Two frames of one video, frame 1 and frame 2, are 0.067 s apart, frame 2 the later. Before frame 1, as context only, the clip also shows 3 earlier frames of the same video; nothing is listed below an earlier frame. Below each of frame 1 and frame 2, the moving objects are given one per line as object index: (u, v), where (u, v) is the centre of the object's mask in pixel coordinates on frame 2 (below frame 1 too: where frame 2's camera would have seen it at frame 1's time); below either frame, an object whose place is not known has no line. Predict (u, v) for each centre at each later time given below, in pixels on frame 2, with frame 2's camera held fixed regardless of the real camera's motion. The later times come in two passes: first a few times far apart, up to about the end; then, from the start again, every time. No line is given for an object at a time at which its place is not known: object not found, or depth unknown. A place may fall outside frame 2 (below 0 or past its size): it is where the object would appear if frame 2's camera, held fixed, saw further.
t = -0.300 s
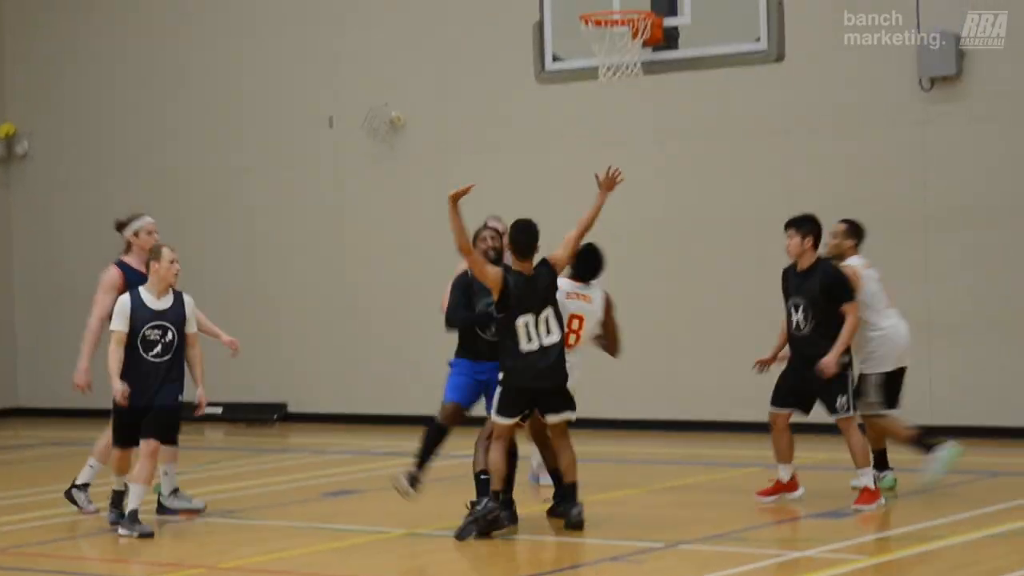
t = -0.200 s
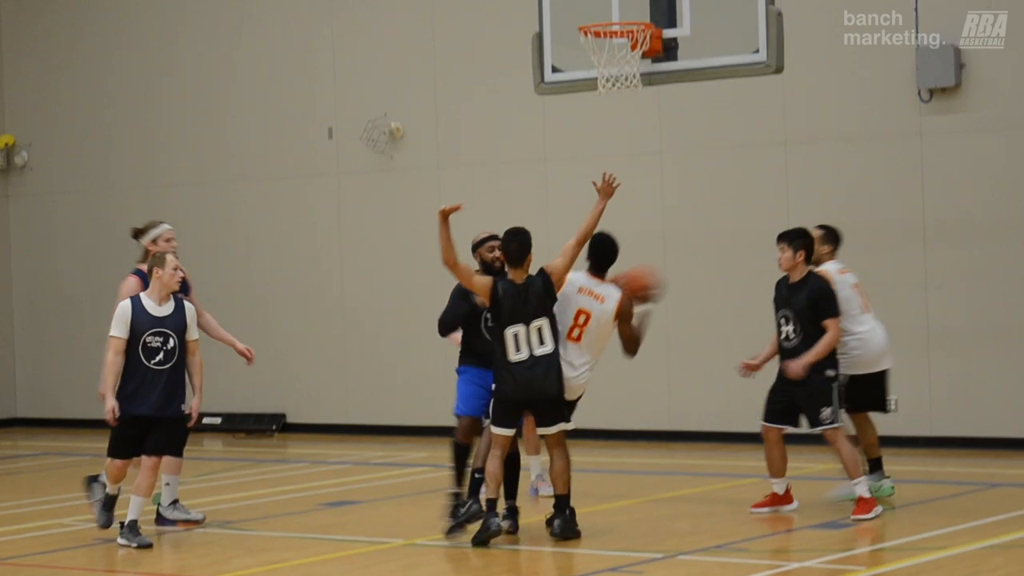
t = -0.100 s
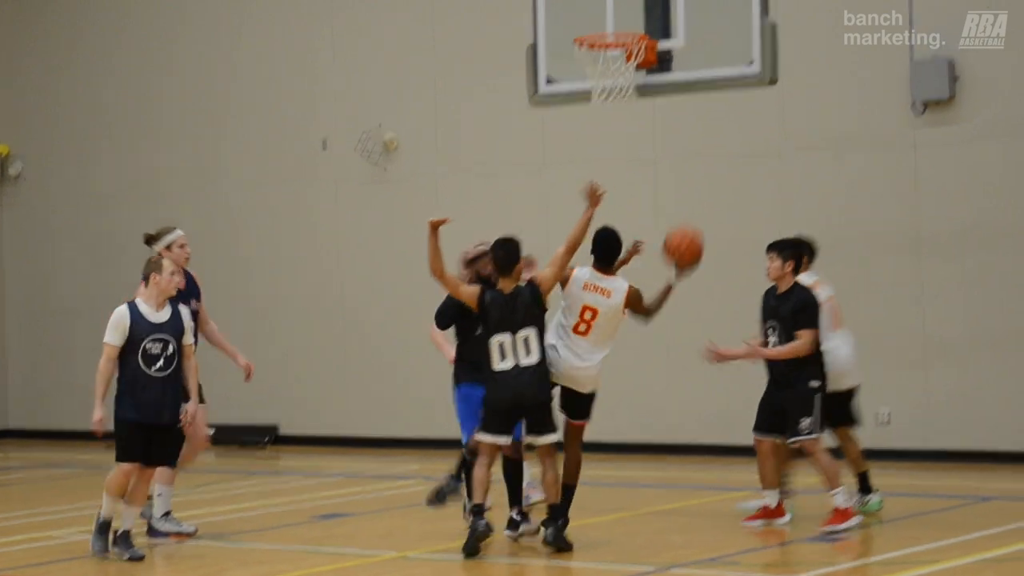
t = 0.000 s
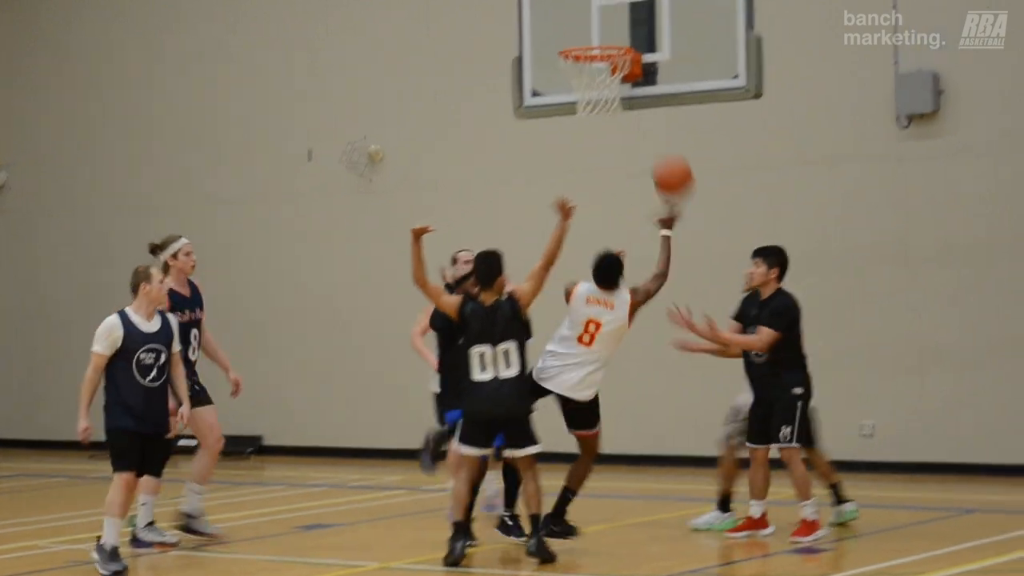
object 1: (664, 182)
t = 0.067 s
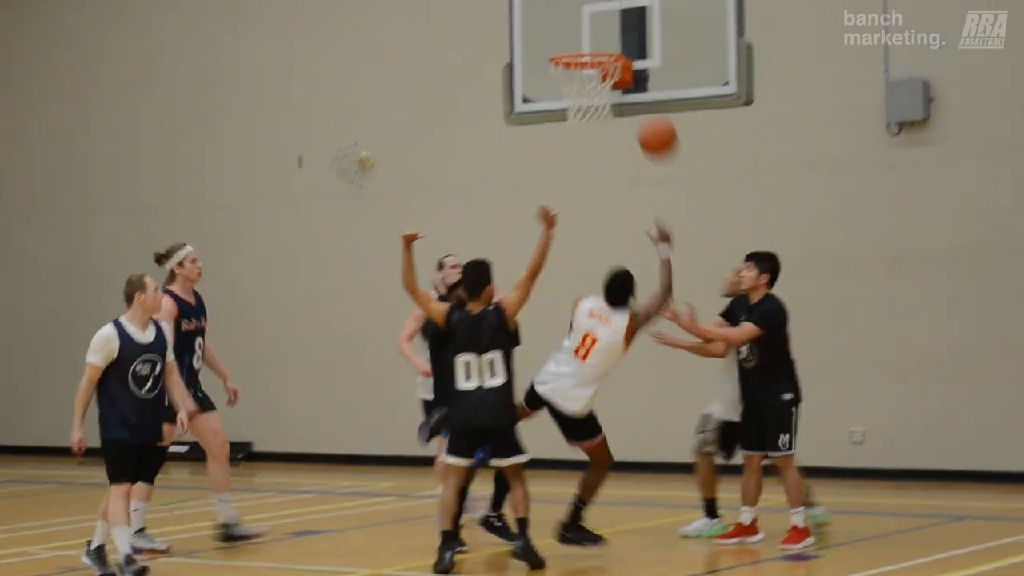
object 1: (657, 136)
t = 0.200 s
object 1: (647, 68)
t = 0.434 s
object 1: (629, 16)
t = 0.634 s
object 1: (620, 35)
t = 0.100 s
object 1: (654, 116)
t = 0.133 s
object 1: (653, 98)
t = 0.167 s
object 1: (650, 82)
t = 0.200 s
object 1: (647, 68)
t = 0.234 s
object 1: (645, 54)
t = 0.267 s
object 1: (642, 44)
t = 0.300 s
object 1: (639, 35)
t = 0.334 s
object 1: (637, 27)
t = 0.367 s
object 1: (635, 22)
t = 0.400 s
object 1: (632, 18)
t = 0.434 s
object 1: (629, 16)
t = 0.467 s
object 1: (628, 16)
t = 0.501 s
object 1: (625, 18)
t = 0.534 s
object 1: (622, 22)
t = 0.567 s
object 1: (621, 27)
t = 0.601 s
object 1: (619, 33)
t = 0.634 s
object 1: (620, 35)
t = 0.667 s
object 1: (621, 32)
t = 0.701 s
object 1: (622, 30)
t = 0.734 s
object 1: (623, 30)
